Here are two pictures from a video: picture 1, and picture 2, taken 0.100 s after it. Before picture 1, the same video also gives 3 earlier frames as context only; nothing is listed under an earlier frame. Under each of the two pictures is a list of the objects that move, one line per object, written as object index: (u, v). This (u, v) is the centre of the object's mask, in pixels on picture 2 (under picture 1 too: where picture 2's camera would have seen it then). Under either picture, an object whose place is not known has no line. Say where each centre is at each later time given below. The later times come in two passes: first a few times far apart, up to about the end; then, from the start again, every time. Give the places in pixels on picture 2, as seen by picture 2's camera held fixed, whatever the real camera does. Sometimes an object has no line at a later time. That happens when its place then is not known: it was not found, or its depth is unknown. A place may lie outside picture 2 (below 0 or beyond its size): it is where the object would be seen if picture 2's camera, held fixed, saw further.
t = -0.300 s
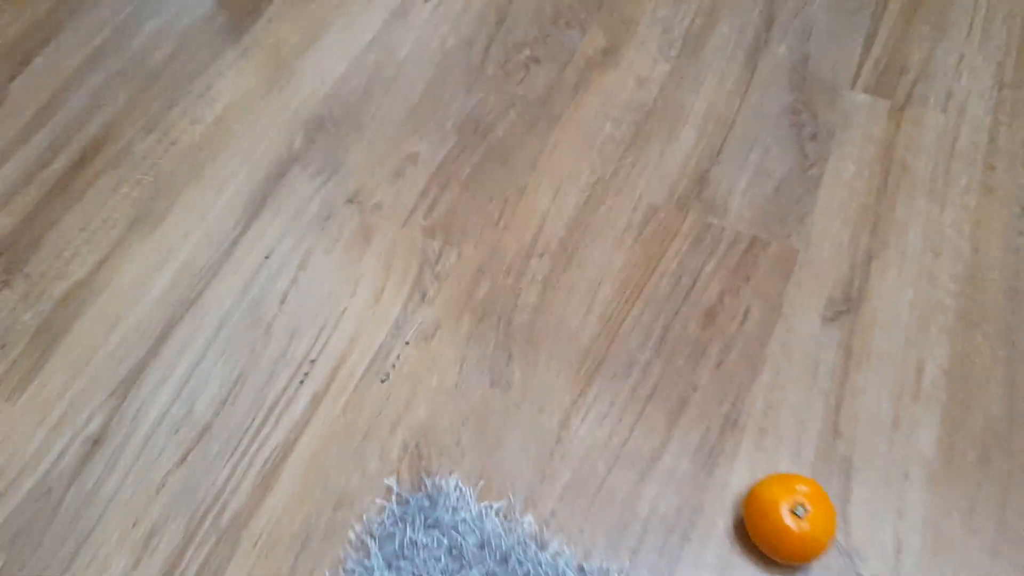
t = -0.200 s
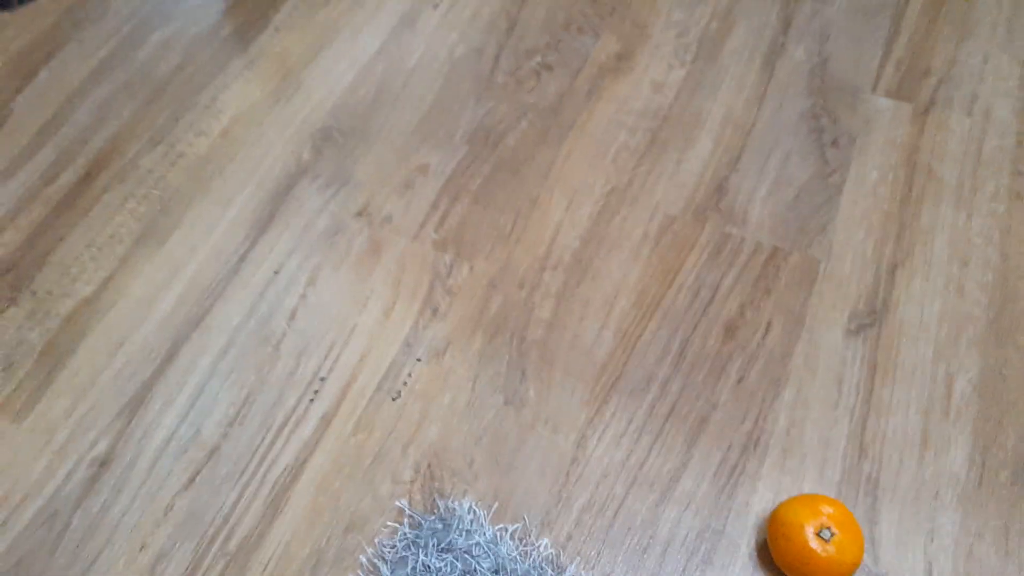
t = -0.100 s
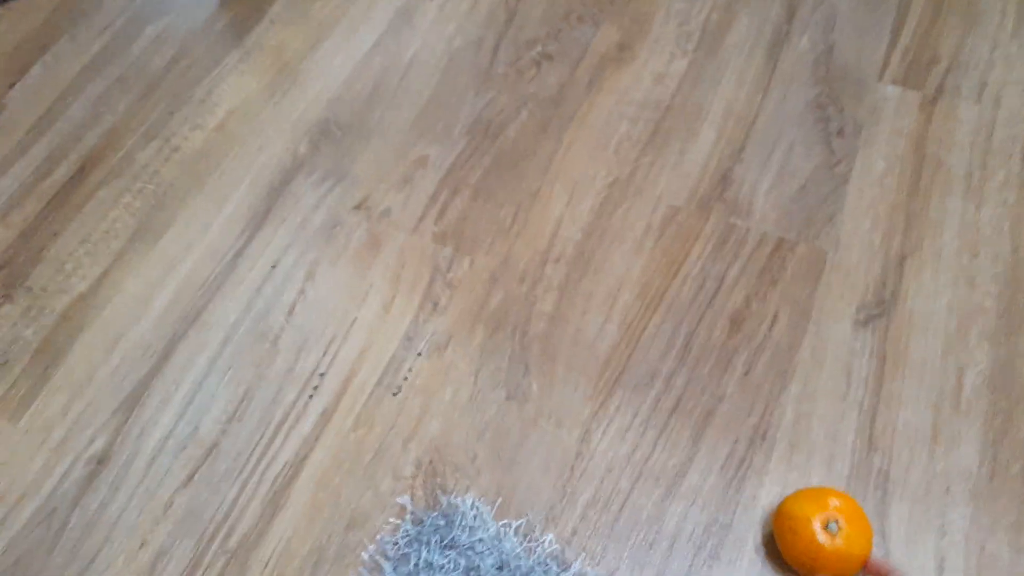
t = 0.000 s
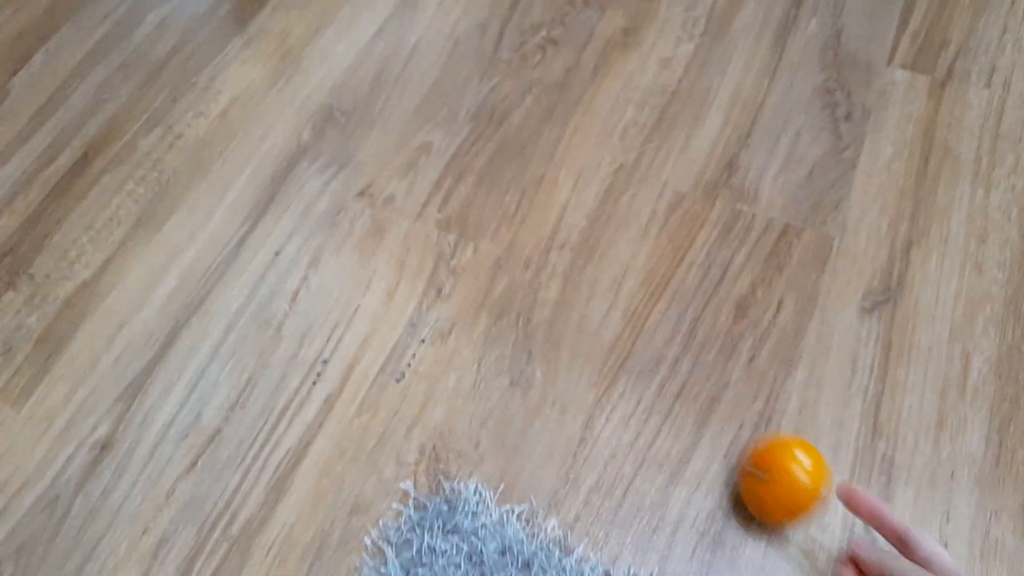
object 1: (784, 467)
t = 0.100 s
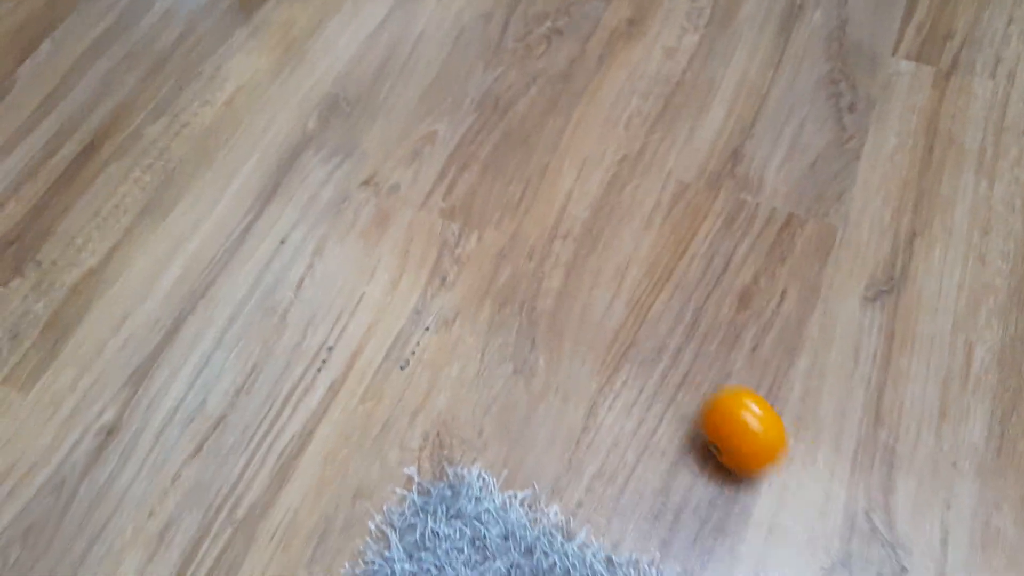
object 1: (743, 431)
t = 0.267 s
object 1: (683, 378)
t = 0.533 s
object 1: (657, 284)
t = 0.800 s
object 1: (647, 212)
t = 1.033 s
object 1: (593, 191)
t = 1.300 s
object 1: (576, 216)
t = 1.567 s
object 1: (595, 251)
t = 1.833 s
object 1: (582, 217)
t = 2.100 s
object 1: (593, 245)
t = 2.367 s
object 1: (588, 227)
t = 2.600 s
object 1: (589, 239)
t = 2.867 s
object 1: (588, 228)
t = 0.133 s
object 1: (729, 420)
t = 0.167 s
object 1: (718, 409)
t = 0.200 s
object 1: (705, 398)
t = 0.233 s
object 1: (695, 388)
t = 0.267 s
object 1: (683, 378)
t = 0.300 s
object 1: (674, 366)
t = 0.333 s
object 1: (665, 354)
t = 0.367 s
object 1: (659, 342)
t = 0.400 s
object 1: (656, 327)
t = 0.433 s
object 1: (656, 313)
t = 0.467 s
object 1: (656, 301)
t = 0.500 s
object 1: (656, 291)
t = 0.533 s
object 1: (657, 284)
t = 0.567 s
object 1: (658, 276)
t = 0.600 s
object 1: (659, 268)
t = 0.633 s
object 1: (660, 259)
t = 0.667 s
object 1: (660, 249)
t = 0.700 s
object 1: (660, 239)
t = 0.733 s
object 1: (657, 230)
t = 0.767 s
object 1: (653, 221)
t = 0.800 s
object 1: (647, 212)
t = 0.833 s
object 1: (639, 204)
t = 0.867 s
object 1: (633, 198)
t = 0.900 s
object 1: (625, 193)
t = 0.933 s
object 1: (616, 191)
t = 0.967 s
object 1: (608, 190)
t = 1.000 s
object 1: (600, 190)
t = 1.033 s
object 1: (593, 191)
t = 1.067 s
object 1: (587, 192)
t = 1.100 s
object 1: (582, 193)
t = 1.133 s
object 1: (577, 195)
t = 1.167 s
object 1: (574, 198)
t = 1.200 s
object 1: (572, 202)
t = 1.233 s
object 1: (571, 206)
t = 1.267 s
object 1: (572, 210)
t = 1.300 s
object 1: (576, 216)
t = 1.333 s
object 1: (581, 223)
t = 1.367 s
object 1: (586, 230)
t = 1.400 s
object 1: (593, 237)
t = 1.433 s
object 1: (598, 243)
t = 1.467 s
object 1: (599, 247)
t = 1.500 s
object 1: (599, 250)
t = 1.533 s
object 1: (597, 251)
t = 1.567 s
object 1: (595, 251)
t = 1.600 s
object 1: (592, 249)
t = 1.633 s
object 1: (587, 245)
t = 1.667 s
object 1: (584, 240)
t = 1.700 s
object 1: (583, 233)
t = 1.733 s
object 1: (582, 227)
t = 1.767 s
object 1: (581, 220)
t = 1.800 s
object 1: (581, 218)
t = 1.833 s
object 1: (582, 217)
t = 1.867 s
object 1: (584, 219)
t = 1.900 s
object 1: (585, 222)
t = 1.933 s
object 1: (586, 227)
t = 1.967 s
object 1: (587, 233)
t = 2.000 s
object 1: (588, 238)
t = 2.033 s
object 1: (591, 242)
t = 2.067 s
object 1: (593, 245)
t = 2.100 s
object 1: (593, 245)
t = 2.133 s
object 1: (592, 244)
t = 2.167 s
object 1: (590, 240)
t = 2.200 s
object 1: (589, 236)
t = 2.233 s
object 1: (588, 232)
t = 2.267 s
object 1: (588, 228)
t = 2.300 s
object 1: (589, 225)
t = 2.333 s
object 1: (588, 225)
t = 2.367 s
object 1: (588, 227)
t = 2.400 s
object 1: (588, 230)
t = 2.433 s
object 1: (588, 232)
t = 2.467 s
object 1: (589, 236)
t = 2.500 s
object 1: (591, 239)
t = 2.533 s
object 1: (591, 241)
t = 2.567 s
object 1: (590, 241)
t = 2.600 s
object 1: (589, 239)
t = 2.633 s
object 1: (589, 237)
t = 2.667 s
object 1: (590, 234)
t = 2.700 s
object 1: (590, 233)
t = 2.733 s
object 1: (589, 233)
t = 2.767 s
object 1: (589, 231)
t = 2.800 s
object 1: (589, 231)
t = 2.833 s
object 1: (589, 229)
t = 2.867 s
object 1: (588, 228)
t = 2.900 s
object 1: (587, 228)
